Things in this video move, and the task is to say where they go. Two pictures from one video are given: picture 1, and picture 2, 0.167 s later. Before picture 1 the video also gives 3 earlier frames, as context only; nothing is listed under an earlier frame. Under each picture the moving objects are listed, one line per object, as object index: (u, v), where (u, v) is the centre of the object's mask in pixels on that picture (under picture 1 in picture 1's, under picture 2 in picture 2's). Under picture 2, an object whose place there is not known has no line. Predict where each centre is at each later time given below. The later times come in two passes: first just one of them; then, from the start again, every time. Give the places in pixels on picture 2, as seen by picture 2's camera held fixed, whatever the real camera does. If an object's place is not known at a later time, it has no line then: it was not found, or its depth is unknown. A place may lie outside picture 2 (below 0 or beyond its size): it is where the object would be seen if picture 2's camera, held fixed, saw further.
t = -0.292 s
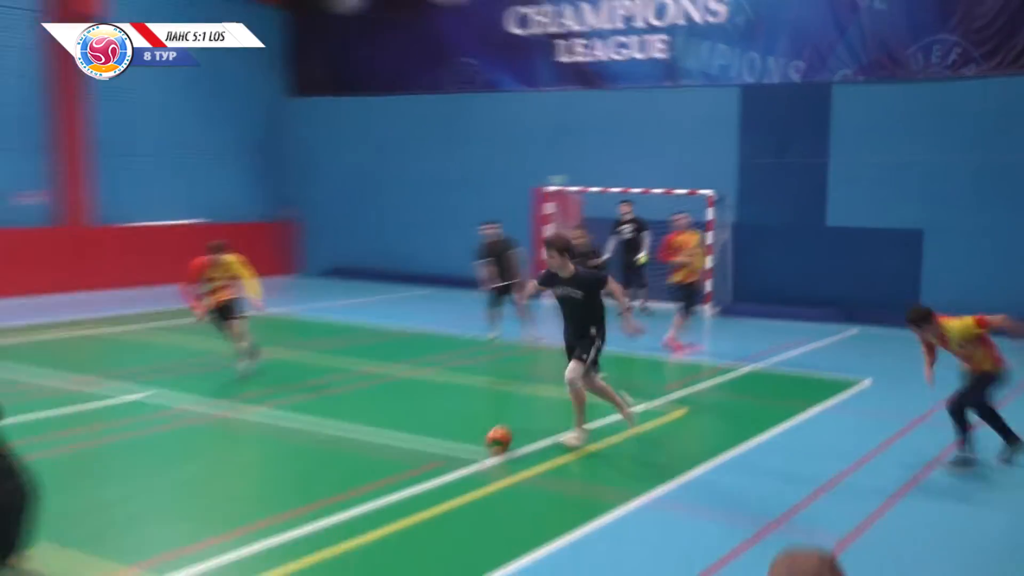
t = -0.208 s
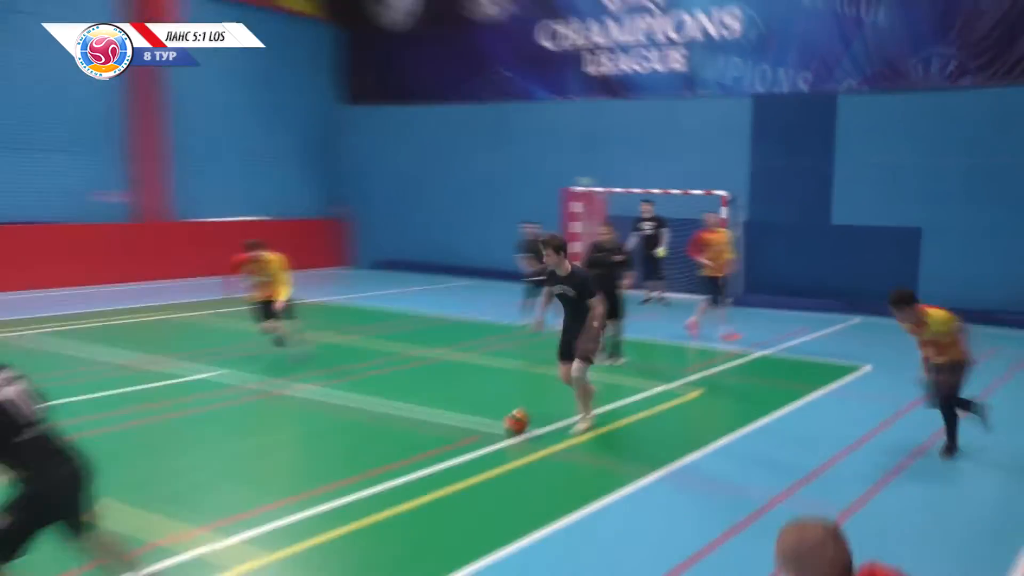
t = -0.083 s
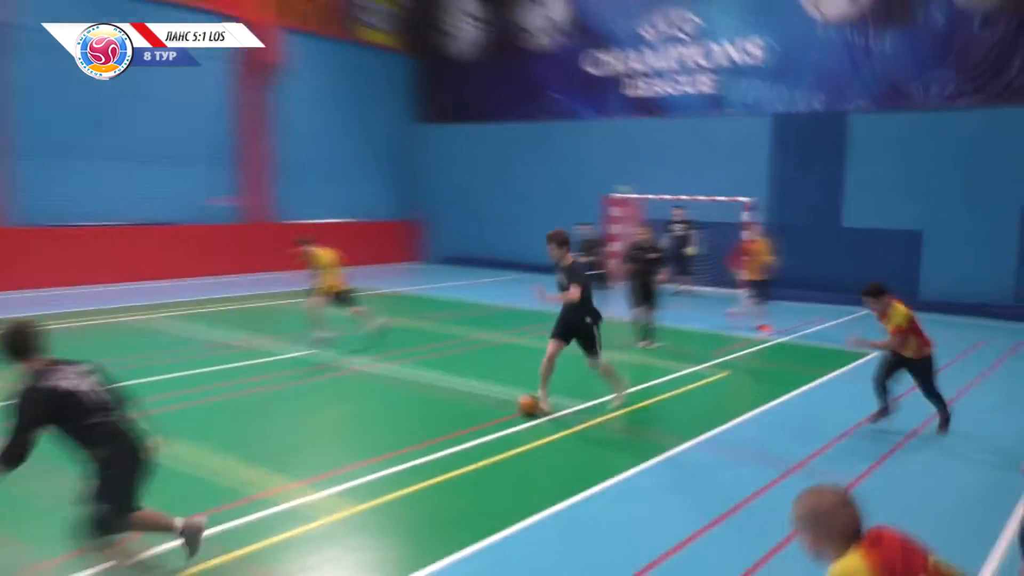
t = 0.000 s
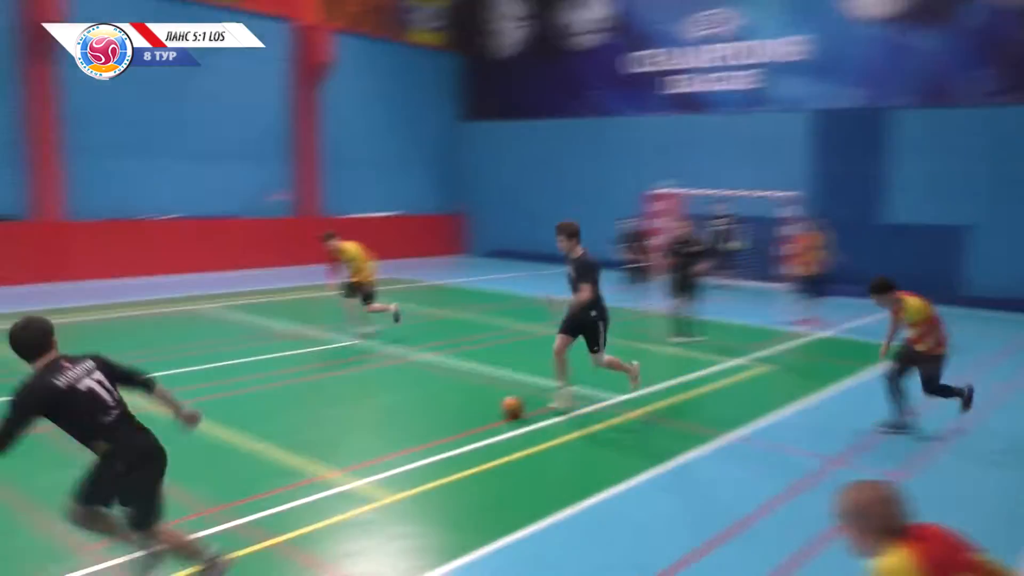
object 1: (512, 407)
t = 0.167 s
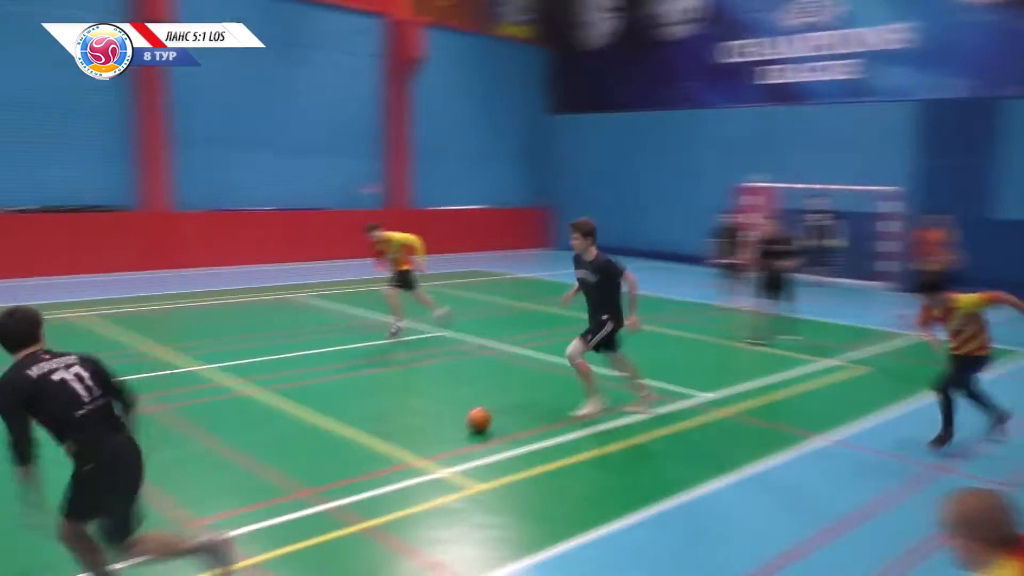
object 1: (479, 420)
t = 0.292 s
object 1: (389, 434)
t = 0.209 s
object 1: (449, 425)
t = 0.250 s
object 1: (419, 430)
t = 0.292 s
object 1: (389, 434)
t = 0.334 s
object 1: (358, 439)
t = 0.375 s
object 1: (327, 444)
